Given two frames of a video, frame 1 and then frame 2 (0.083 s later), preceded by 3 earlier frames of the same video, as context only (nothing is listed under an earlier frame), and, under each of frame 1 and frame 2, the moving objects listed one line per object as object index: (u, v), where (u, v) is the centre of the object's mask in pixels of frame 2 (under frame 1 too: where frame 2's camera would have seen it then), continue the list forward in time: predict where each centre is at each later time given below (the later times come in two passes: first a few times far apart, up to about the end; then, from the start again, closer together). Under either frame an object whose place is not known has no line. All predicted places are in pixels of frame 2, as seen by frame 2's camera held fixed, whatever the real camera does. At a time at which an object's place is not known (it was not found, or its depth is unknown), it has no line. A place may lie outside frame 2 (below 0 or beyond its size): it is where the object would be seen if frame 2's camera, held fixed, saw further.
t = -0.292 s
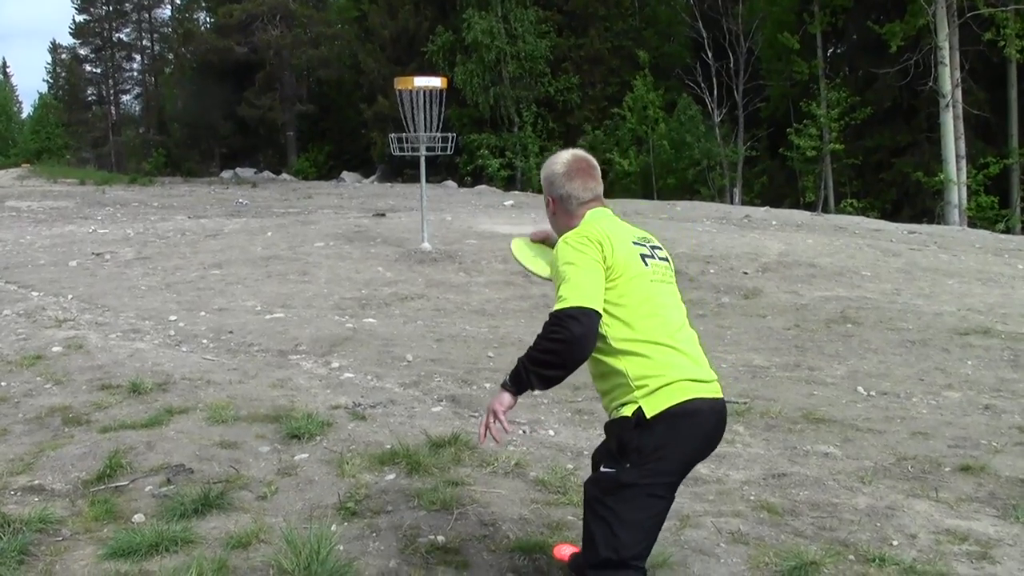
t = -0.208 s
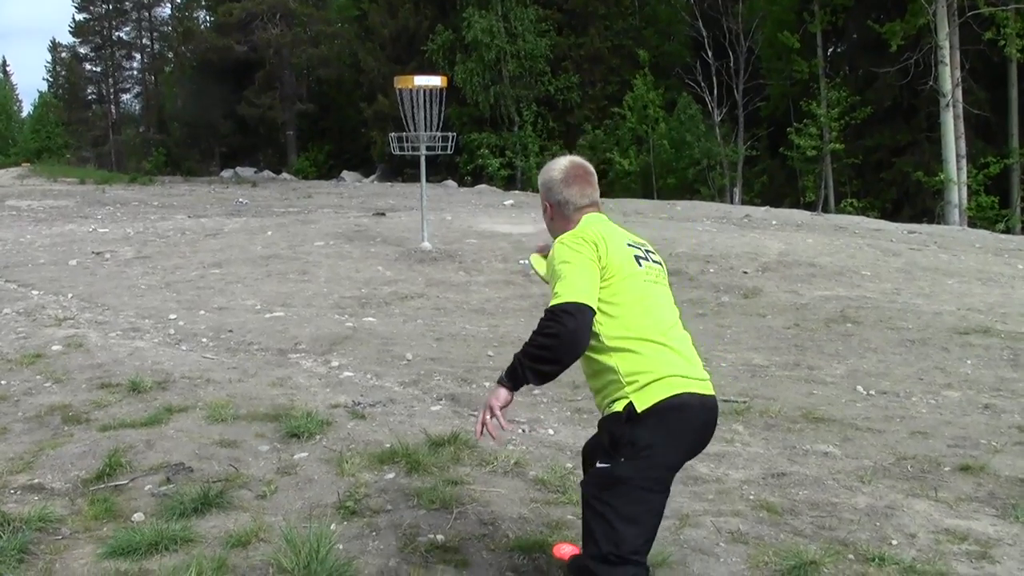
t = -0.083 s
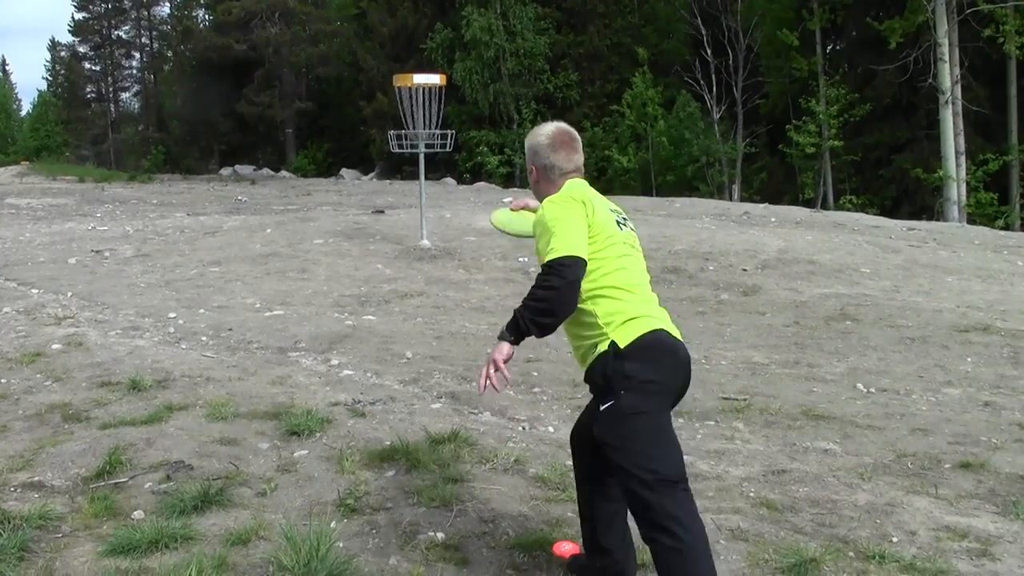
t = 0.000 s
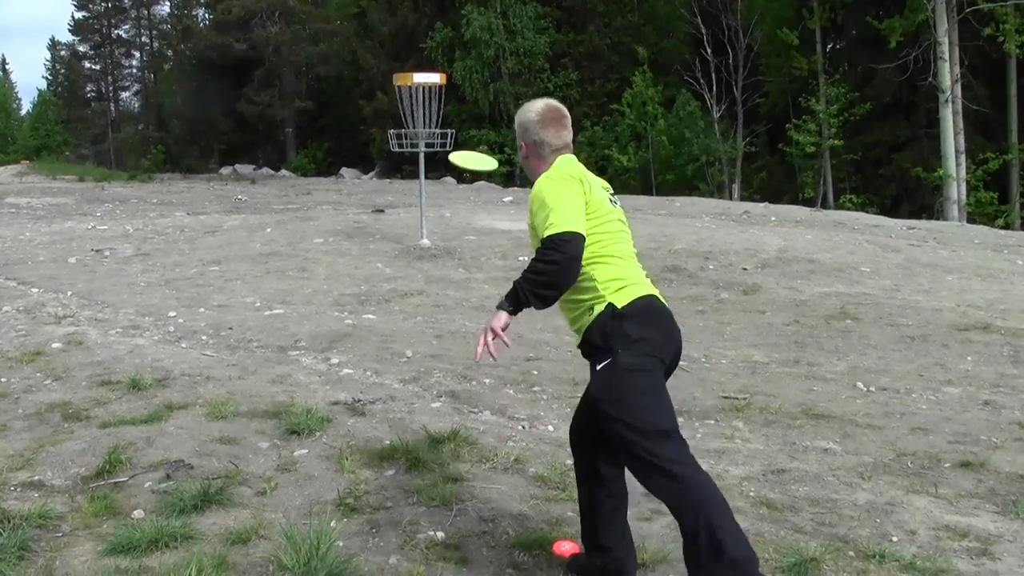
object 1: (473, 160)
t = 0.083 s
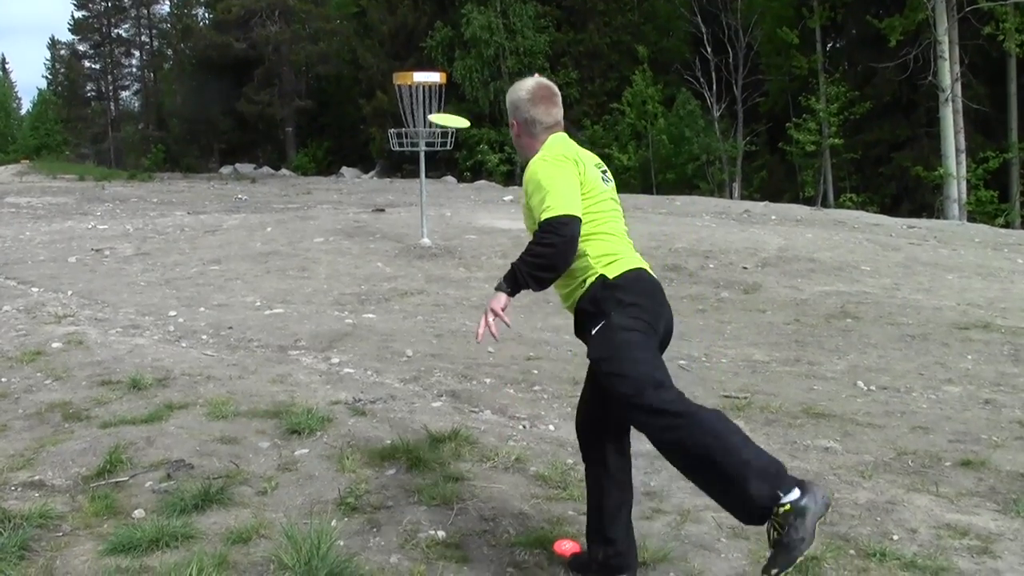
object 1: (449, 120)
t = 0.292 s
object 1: (415, 78)
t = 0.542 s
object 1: (398, 65)
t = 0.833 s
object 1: (393, 71)
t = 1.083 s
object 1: (357, 85)
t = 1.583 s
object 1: (293, 215)
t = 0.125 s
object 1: (439, 107)
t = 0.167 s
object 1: (431, 97)
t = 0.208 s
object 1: (425, 88)
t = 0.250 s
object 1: (420, 82)
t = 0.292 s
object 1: (415, 78)
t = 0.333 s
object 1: (409, 74)
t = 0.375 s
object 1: (407, 72)
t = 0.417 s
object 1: (404, 68)
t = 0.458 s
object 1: (401, 67)
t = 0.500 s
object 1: (400, 66)
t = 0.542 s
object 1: (398, 65)
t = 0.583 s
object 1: (397, 64)
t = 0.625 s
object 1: (396, 64)
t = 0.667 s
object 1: (395, 65)
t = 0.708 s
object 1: (395, 66)
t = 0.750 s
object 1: (394, 67)
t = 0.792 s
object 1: (393, 69)
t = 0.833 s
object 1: (393, 71)
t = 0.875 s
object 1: (393, 74)
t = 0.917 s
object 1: (384, 73)
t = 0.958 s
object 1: (376, 74)
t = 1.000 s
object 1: (369, 76)
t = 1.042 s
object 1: (363, 80)
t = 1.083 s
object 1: (357, 85)
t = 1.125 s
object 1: (351, 91)
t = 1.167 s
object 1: (345, 99)
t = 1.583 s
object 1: (293, 215)
